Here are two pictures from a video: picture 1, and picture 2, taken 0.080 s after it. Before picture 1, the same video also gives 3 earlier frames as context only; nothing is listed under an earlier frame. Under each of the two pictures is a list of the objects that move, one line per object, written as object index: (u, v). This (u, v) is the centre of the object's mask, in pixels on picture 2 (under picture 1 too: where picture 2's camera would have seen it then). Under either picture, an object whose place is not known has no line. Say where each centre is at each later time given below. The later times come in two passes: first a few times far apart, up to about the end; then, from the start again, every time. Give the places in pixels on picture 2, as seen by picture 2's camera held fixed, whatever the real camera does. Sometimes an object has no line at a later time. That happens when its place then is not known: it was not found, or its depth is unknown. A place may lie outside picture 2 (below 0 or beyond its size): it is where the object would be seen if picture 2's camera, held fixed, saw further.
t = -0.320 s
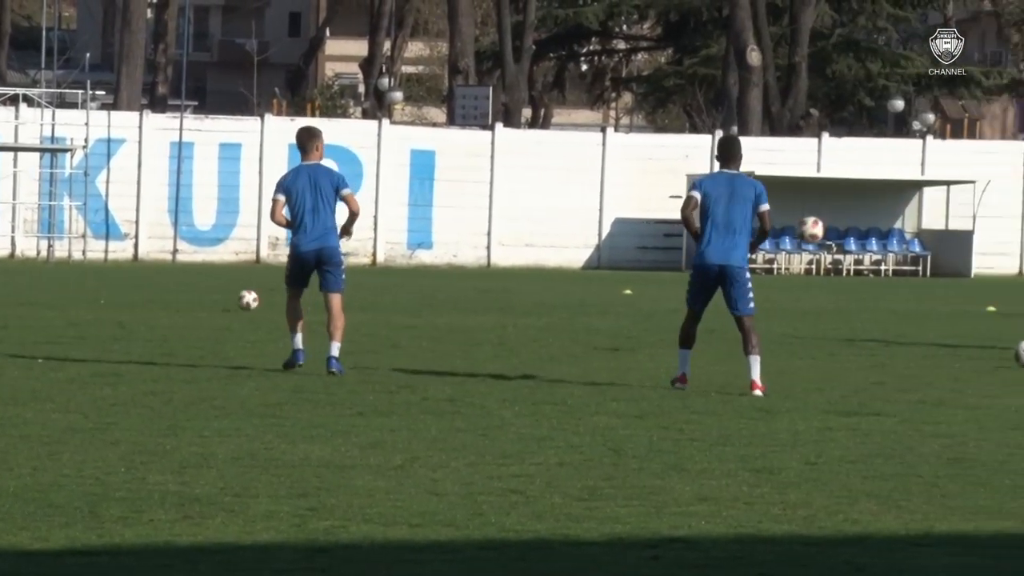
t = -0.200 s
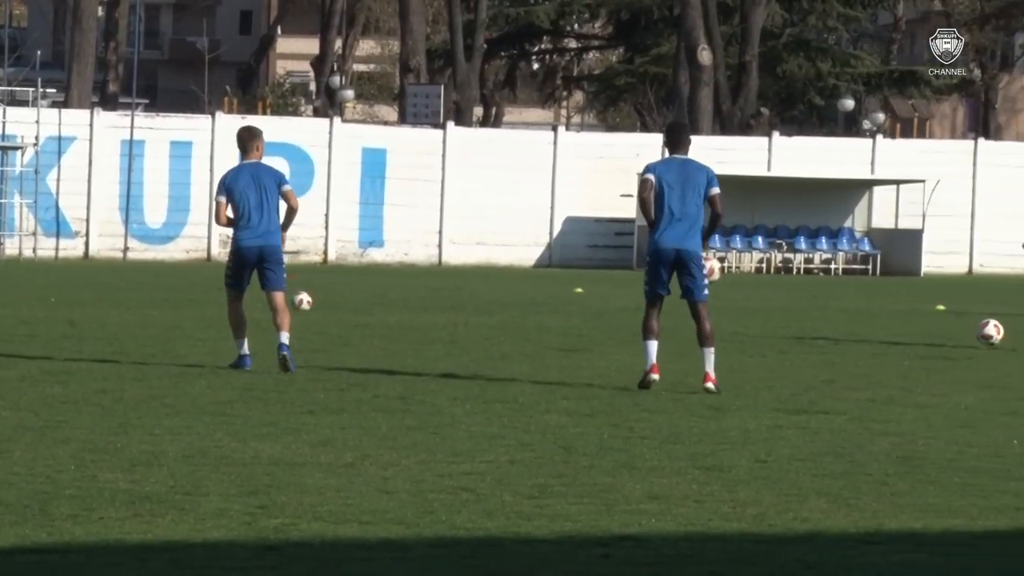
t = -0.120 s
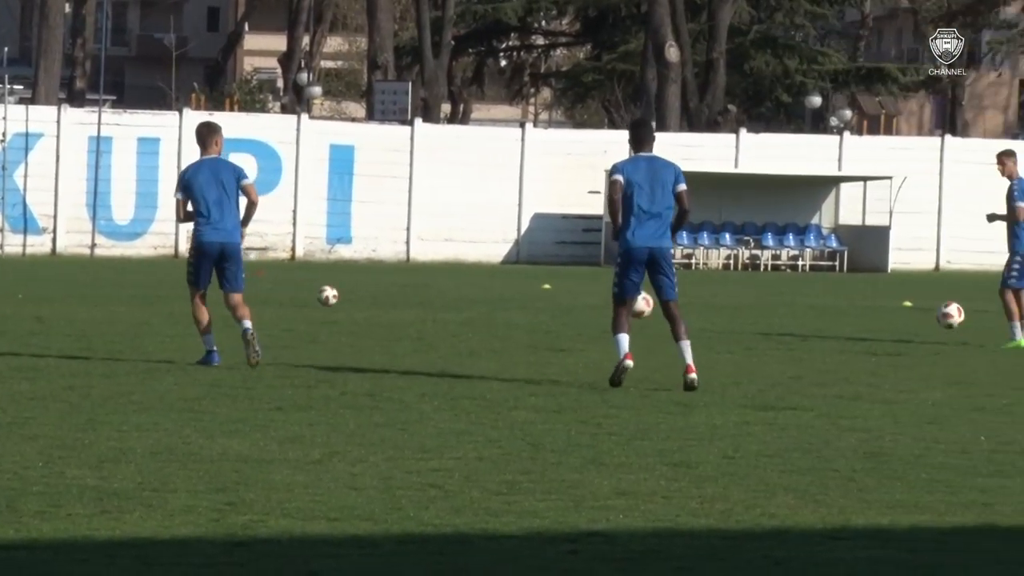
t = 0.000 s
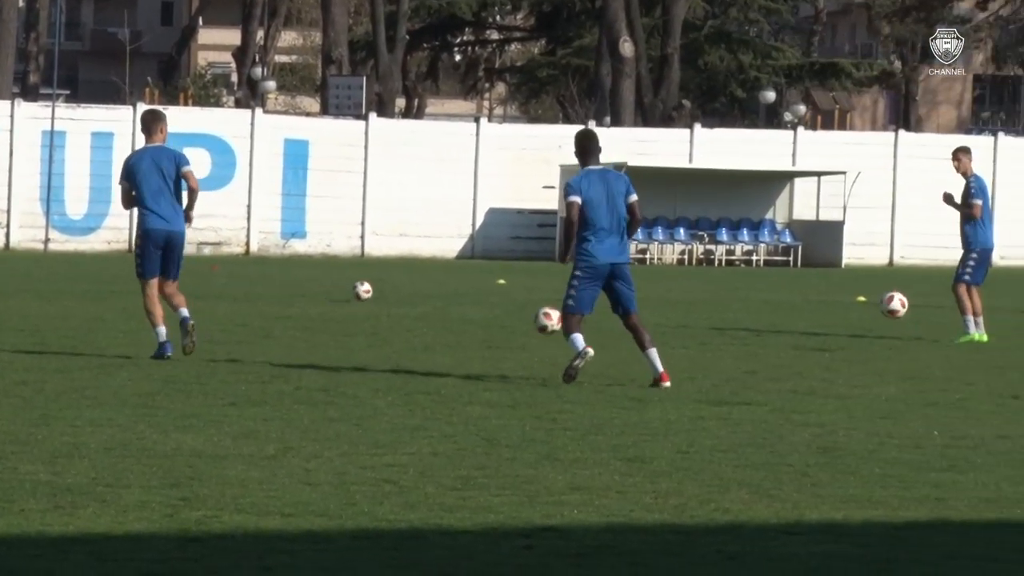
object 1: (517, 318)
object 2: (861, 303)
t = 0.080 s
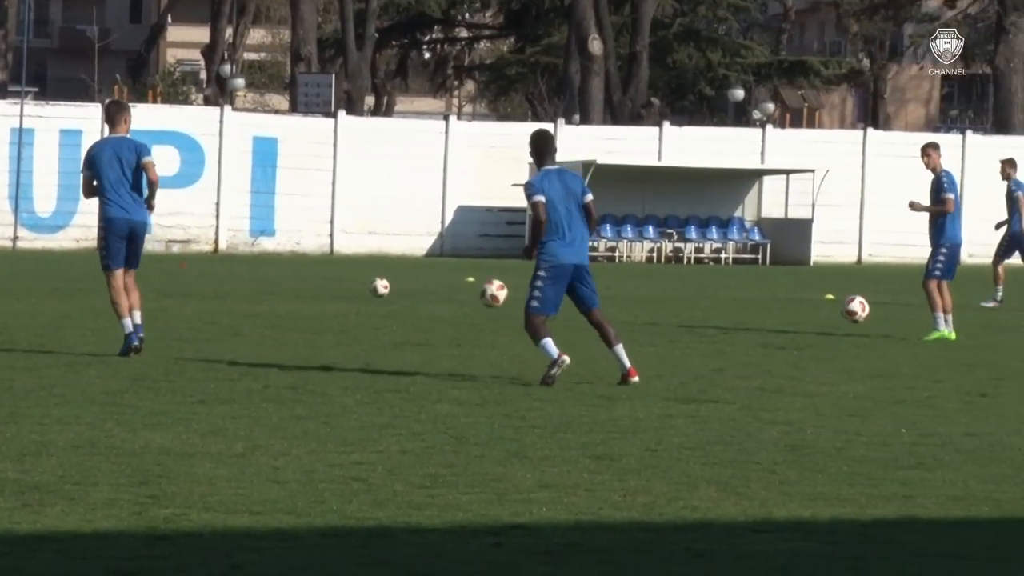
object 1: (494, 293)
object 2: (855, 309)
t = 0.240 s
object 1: (443, 267)
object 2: (841, 341)
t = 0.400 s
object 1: (390, 275)
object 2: (827, 317)
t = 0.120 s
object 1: (481, 283)
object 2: (852, 315)
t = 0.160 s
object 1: (469, 276)
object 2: (849, 323)
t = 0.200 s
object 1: (457, 271)
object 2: (844, 334)
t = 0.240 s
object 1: (443, 267)
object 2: (841, 341)
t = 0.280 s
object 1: (430, 266)
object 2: (838, 333)
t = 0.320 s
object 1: (417, 267)
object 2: (834, 325)
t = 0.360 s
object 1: (403, 270)
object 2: (831, 321)
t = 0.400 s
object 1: (390, 275)
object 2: (827, 317)
